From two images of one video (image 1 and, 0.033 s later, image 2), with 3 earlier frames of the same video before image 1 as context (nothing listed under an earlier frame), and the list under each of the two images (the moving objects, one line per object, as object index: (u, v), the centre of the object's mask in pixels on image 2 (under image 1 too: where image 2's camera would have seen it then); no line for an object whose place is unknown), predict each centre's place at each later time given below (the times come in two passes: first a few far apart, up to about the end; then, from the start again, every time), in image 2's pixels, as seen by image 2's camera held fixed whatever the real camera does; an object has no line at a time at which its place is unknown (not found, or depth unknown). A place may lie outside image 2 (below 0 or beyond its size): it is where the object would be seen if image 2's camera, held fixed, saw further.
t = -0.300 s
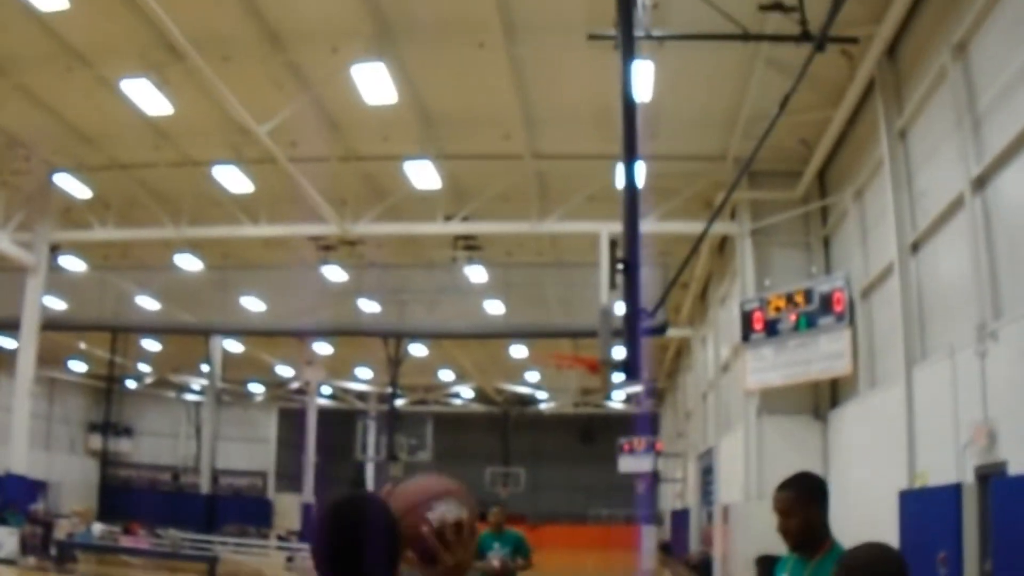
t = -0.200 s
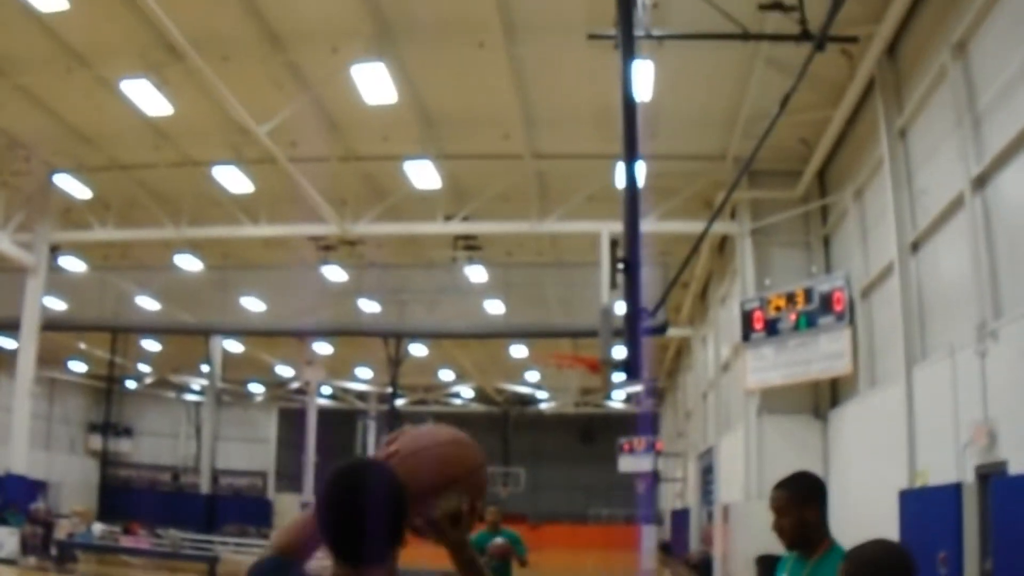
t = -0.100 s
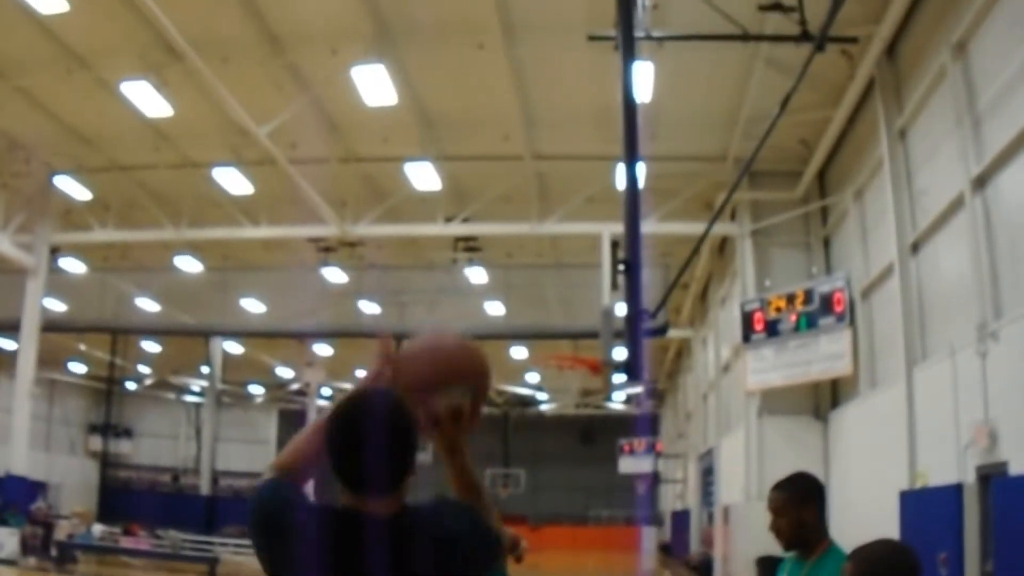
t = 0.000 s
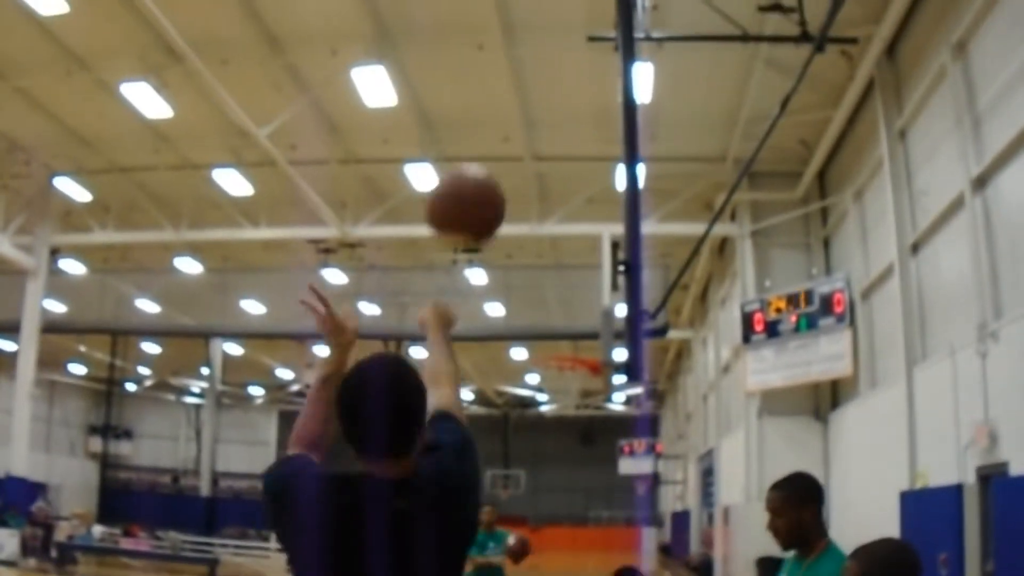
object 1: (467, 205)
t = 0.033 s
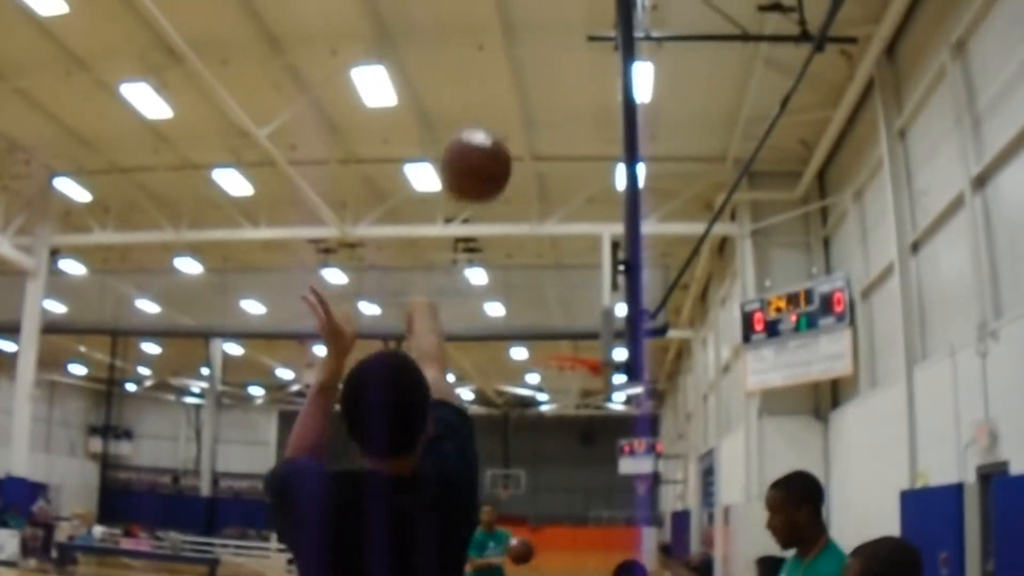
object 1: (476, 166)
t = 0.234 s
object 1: (511, 60)
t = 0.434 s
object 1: (527, 60)
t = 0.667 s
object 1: (539, 120)
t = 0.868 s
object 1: (547, 208)
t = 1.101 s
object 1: (552, 341)
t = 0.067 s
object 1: (483, 136)
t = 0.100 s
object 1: (491, 110)
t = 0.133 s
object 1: (497, 92)
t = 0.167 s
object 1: (501, 78)
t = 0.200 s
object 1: (507, 67)
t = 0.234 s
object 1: (511, 60)
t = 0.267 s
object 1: (514, 56)
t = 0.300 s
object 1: (517, 53)
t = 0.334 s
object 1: (520, 54)
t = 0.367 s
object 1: (523, 55)
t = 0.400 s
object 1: (525, 57)
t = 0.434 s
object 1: (527, 60)
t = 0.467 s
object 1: (530, 66)
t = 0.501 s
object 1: (531, 72)
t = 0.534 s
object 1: (533, 79)
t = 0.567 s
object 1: (535, 88)
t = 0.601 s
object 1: (537, 98)
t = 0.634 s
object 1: (538, 108)
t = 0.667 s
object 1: (539, 120)
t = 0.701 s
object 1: (540, 134)
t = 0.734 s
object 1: (541, 148)
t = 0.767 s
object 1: (543, 161)
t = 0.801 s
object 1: (544, 175)
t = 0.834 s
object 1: (545, 191)
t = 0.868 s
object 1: (547, 208)
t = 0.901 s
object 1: (548, 225)
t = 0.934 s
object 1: (548, 243)
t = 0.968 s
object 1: (549, 261)
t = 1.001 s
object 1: (550, 280)
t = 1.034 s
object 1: (551, 299)
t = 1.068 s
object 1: (551, 319)
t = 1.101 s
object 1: (552, 341)
